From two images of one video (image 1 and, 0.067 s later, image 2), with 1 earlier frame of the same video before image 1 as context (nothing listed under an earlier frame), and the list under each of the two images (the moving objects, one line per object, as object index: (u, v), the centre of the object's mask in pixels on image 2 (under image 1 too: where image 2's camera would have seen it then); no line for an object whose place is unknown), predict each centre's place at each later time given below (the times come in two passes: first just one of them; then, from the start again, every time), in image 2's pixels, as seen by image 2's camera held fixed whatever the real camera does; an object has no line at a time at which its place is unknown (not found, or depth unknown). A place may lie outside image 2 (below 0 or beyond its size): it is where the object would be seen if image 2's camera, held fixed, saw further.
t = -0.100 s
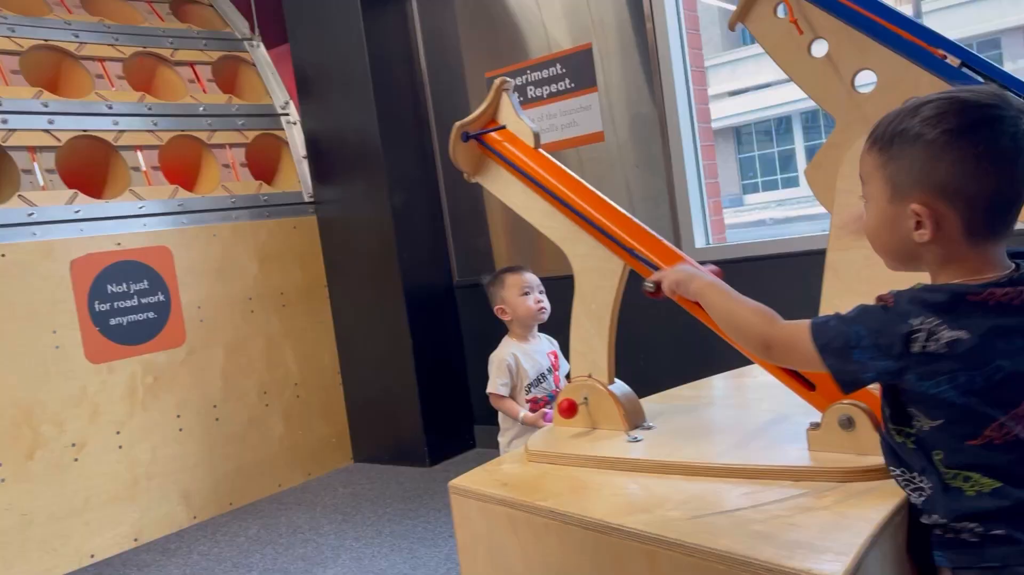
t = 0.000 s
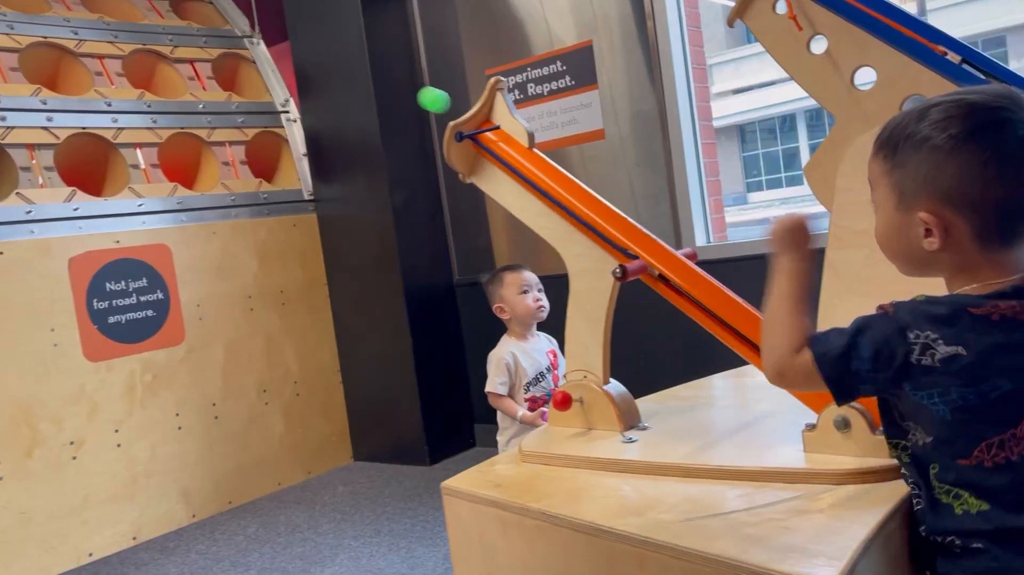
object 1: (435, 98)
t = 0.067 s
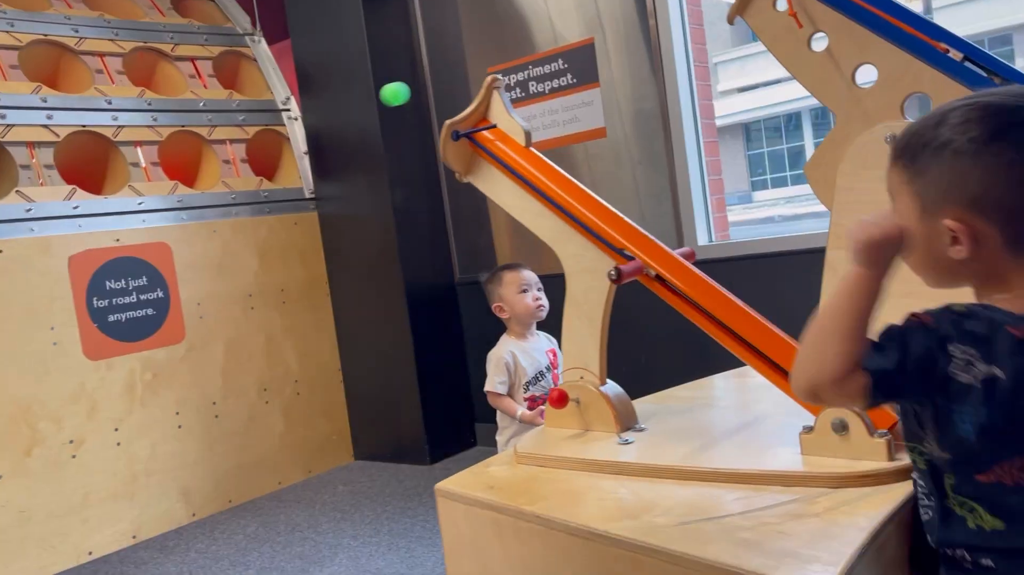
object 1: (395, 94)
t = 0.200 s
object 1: (334, 155)
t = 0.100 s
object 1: (378, 101)
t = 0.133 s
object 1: (362, 114)
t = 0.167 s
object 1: (347, 132)
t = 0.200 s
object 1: (334, 155)
